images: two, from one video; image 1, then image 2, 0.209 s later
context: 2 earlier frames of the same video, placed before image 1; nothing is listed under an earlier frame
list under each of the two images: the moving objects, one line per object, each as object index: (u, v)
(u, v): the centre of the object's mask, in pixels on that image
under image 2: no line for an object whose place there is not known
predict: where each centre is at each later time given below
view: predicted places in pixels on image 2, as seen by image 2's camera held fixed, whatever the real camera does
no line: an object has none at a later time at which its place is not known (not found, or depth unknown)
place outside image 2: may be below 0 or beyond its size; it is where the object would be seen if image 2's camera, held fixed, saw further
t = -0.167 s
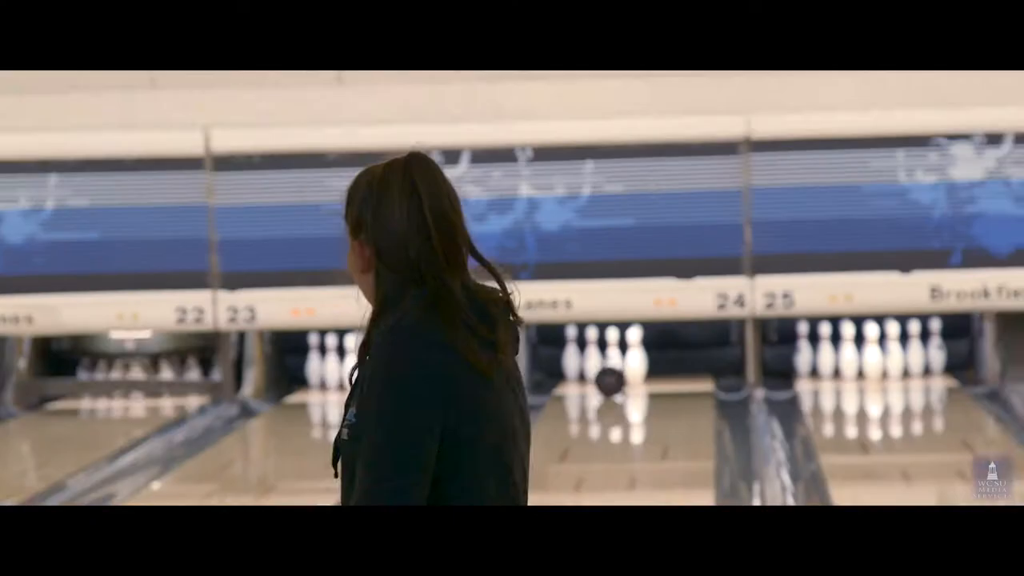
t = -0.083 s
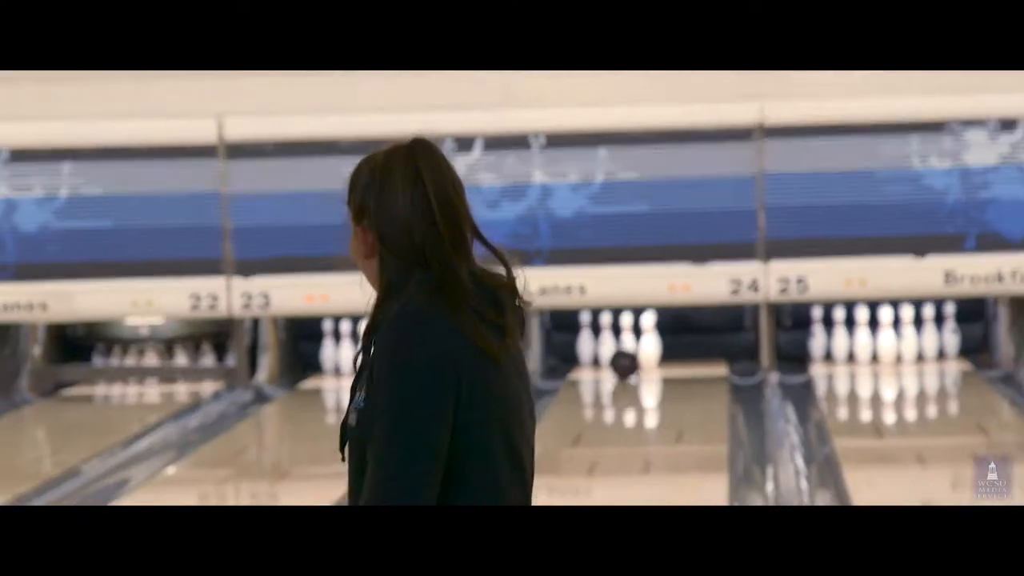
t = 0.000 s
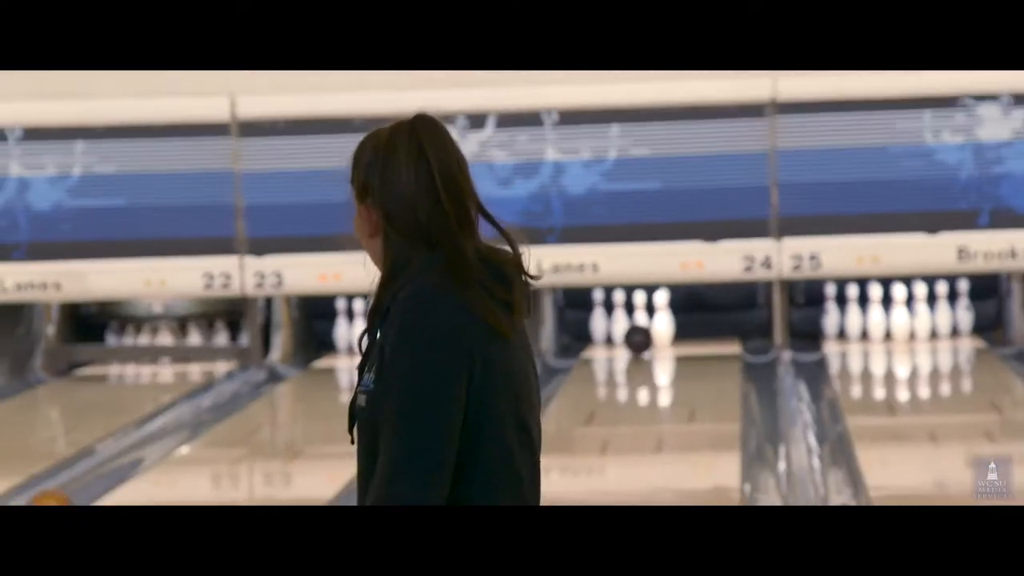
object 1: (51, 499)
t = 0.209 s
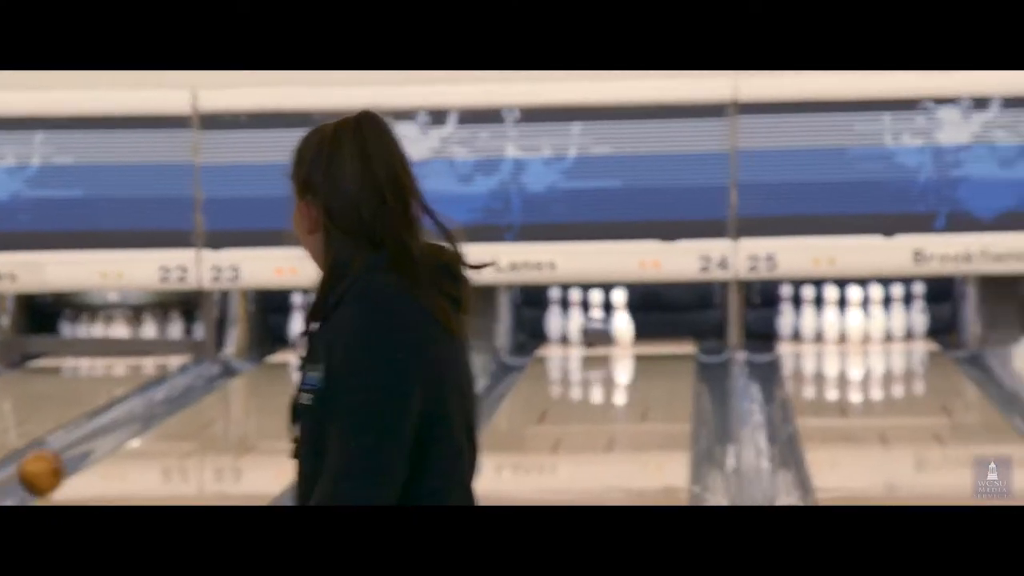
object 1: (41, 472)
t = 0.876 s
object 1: (164, 402)
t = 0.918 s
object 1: (167, 398)
